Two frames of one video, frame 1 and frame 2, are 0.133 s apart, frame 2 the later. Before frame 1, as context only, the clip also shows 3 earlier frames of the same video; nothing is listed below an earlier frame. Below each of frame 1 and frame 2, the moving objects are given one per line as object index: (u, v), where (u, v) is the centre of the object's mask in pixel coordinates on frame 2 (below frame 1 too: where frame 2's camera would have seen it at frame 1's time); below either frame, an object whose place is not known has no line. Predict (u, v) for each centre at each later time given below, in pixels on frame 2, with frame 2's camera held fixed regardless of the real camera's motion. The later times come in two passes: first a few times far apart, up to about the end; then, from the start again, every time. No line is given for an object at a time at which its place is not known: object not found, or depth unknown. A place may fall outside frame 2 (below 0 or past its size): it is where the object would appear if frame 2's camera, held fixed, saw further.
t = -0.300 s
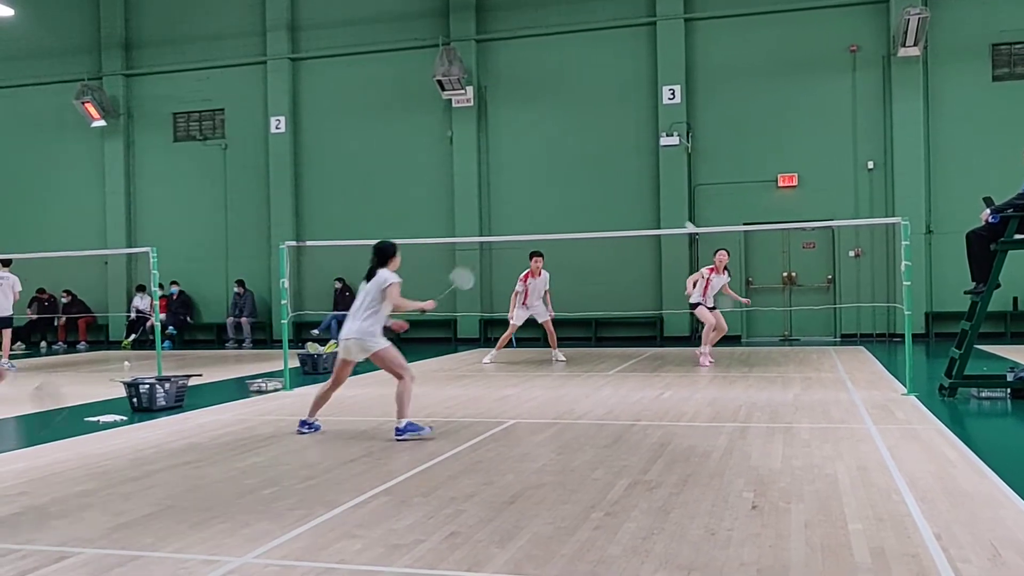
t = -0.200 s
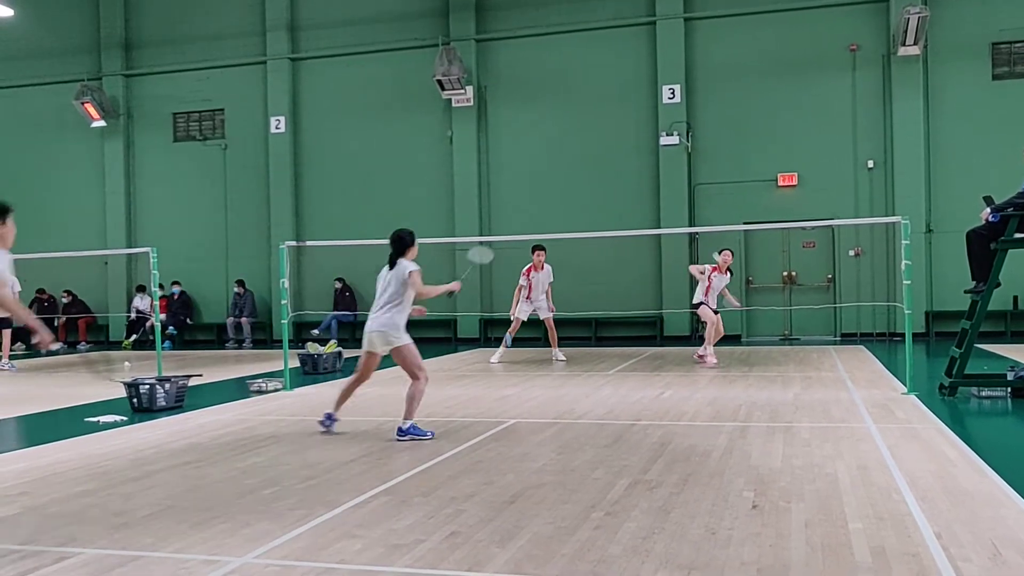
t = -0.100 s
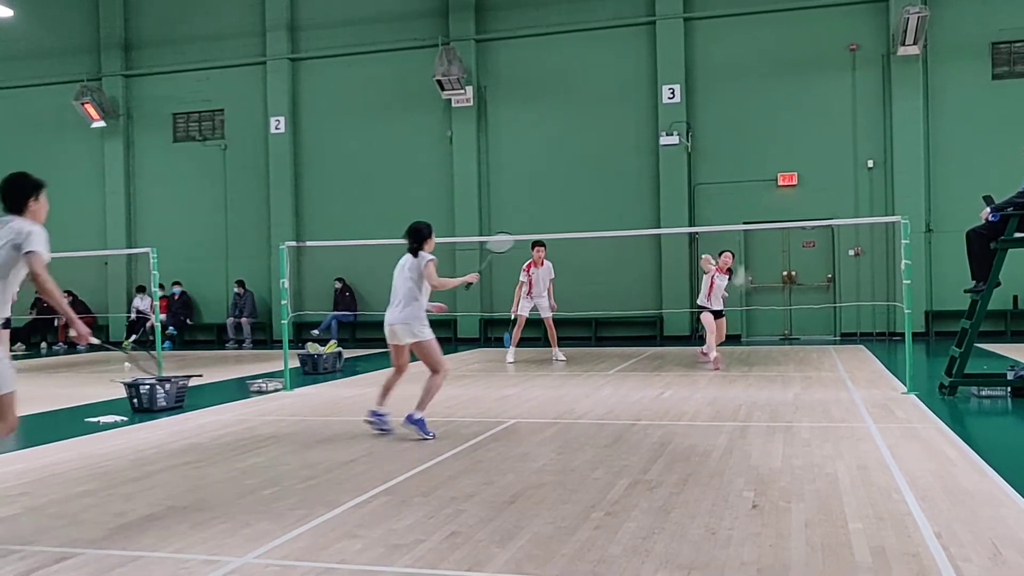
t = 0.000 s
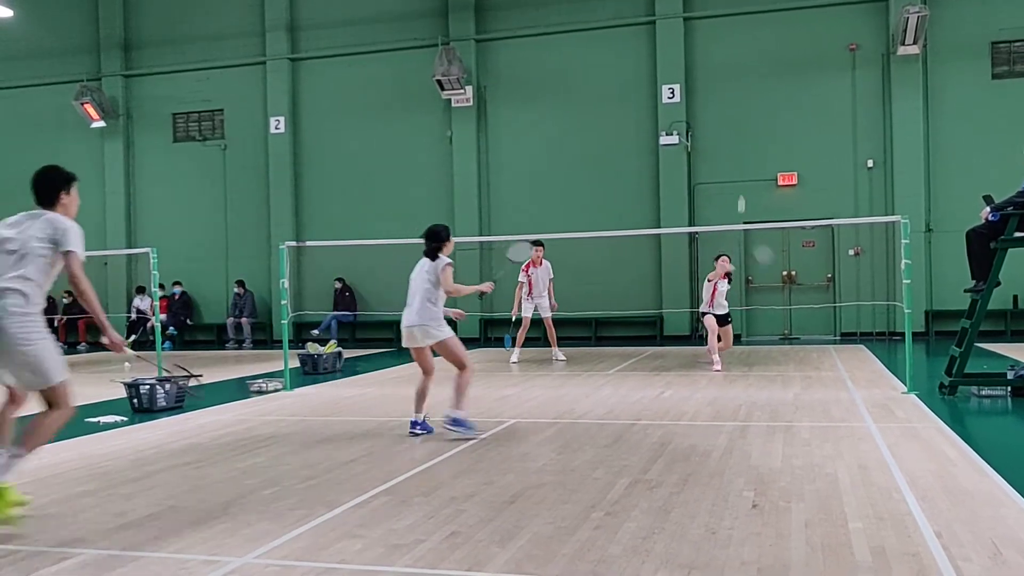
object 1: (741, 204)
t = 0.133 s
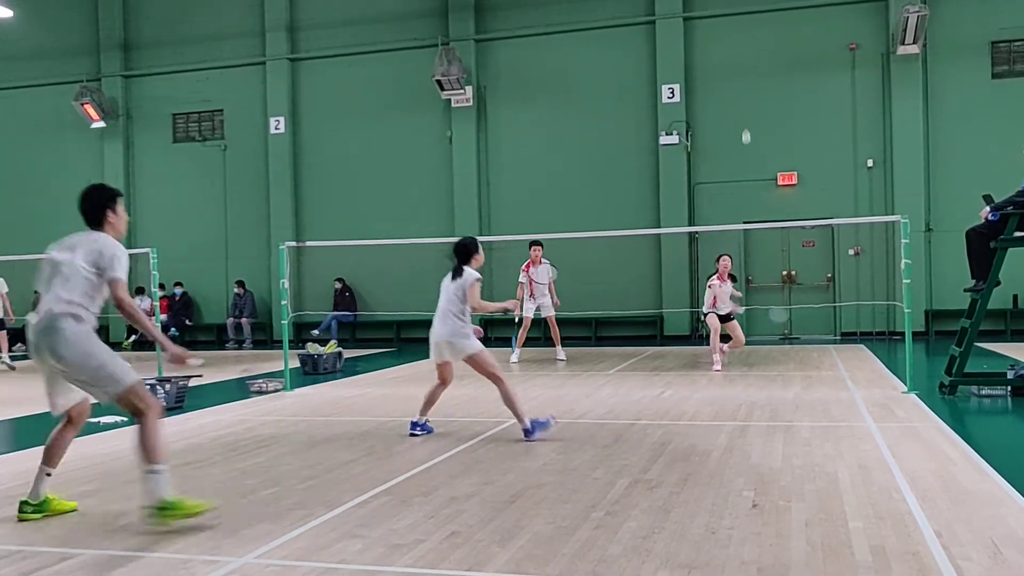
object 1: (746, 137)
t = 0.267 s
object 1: (750, 89)
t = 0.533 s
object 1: (757, 63)
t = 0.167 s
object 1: (747, 123)
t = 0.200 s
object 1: (748, 110)
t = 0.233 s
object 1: (749, 99)
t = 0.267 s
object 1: (750, 89)
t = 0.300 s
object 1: (751, 81)
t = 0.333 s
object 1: (752, 73)
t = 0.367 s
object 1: (753, 68)
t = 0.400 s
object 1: (754, 63)
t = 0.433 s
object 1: (755, 61)
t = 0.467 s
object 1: (755, 60)
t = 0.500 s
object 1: (756, 61)
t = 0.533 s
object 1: (757, 63)
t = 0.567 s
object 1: (758, 67)
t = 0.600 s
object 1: (759, 73)
